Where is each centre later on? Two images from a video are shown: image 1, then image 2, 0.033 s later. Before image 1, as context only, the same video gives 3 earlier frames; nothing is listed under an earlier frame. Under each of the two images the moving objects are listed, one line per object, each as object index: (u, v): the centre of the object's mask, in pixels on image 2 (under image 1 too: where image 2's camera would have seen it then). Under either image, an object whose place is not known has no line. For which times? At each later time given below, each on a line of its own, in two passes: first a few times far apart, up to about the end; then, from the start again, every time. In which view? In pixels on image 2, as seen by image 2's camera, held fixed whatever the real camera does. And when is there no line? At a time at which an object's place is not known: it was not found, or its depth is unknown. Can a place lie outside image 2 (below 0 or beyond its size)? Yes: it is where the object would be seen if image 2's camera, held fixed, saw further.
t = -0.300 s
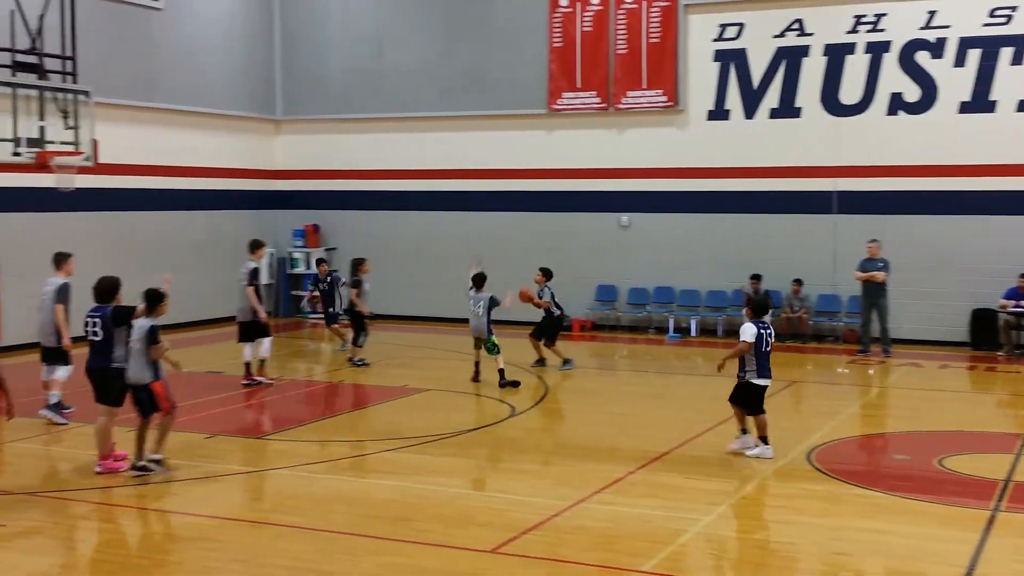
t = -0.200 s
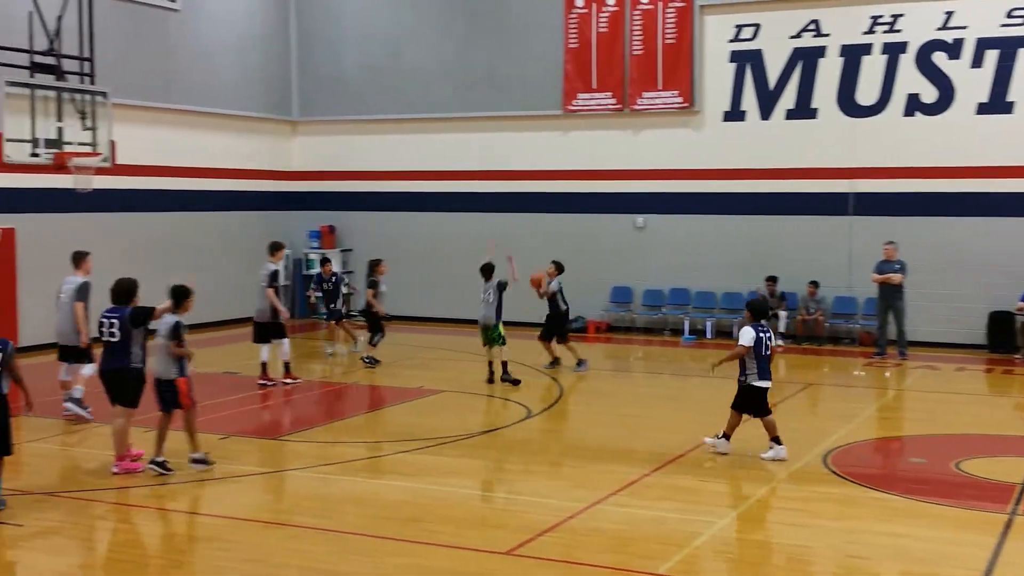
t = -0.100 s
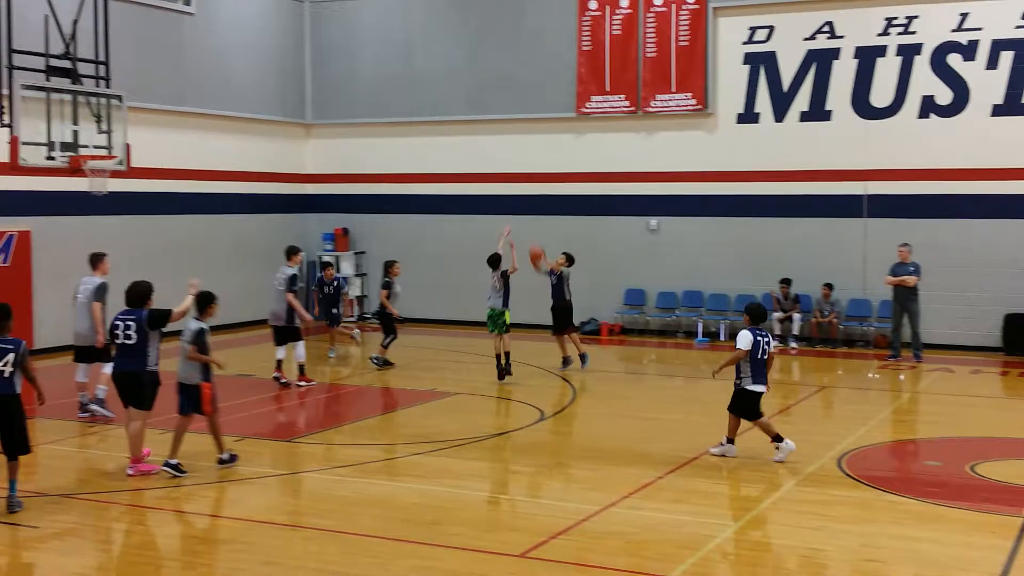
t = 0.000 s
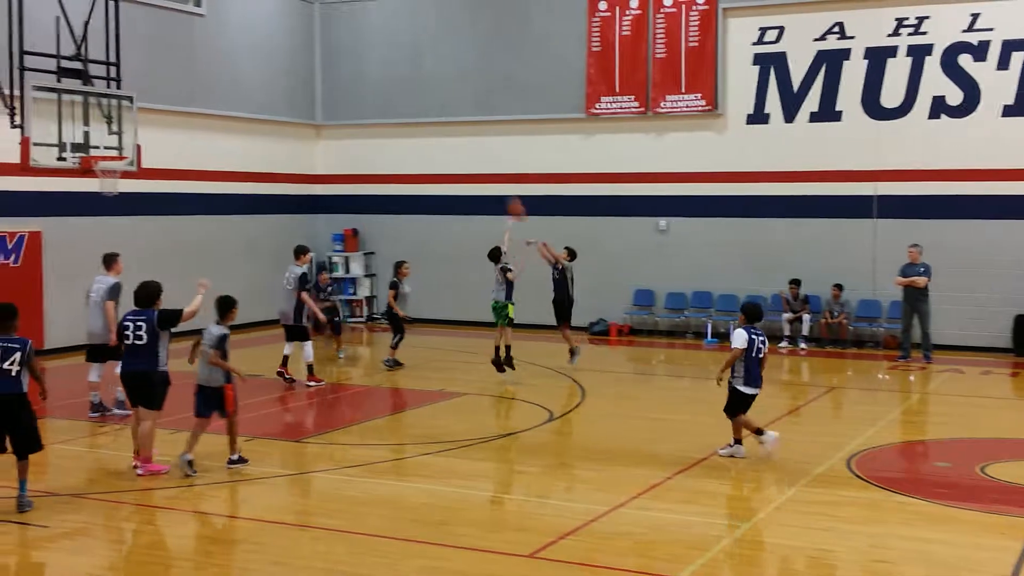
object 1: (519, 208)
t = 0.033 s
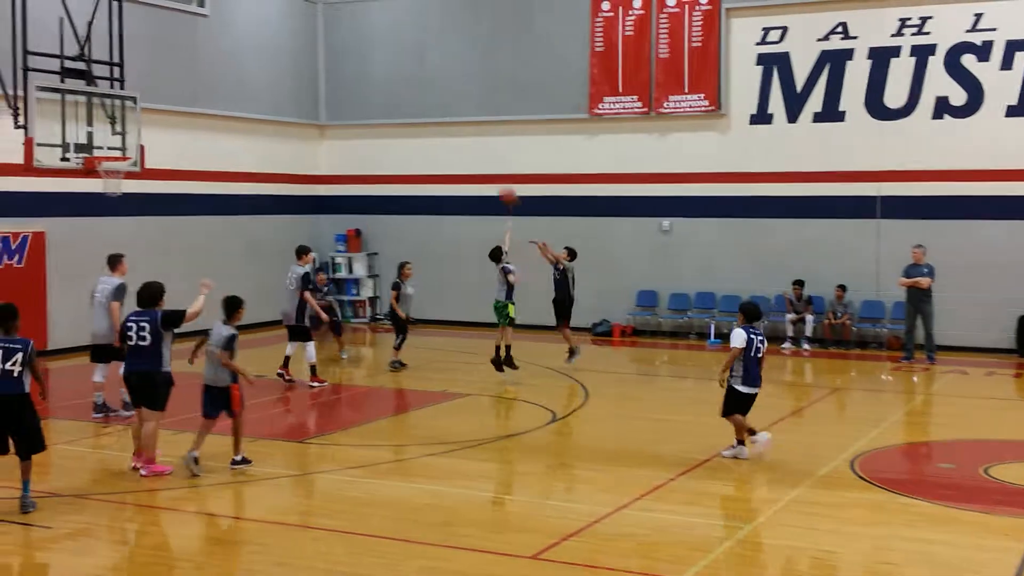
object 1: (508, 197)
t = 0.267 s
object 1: (433, 114)
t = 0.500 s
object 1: (356, 69)
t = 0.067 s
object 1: (498, 182)
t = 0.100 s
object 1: (486, 167)
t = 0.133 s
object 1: (476, 156)
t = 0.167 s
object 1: (466, 145)
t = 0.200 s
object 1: (454, 134)
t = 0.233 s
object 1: (445, 124)
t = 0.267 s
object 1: (433, 114)
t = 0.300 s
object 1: (423, 105)
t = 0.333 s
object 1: (412, 98)
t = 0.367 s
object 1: (400, 90)
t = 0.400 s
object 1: (389, 83)
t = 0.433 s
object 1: (378, 78)
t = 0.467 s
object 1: (367, 73)
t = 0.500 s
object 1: (356, 69)
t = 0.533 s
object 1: (345, 66)
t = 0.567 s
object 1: (334, 62)
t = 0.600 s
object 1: (322, 61)
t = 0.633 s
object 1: (313, 60)
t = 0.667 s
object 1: (302, 61)
